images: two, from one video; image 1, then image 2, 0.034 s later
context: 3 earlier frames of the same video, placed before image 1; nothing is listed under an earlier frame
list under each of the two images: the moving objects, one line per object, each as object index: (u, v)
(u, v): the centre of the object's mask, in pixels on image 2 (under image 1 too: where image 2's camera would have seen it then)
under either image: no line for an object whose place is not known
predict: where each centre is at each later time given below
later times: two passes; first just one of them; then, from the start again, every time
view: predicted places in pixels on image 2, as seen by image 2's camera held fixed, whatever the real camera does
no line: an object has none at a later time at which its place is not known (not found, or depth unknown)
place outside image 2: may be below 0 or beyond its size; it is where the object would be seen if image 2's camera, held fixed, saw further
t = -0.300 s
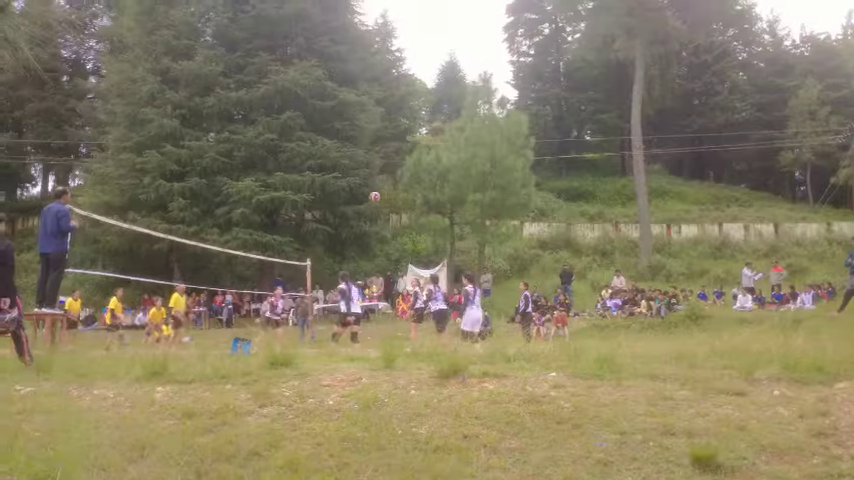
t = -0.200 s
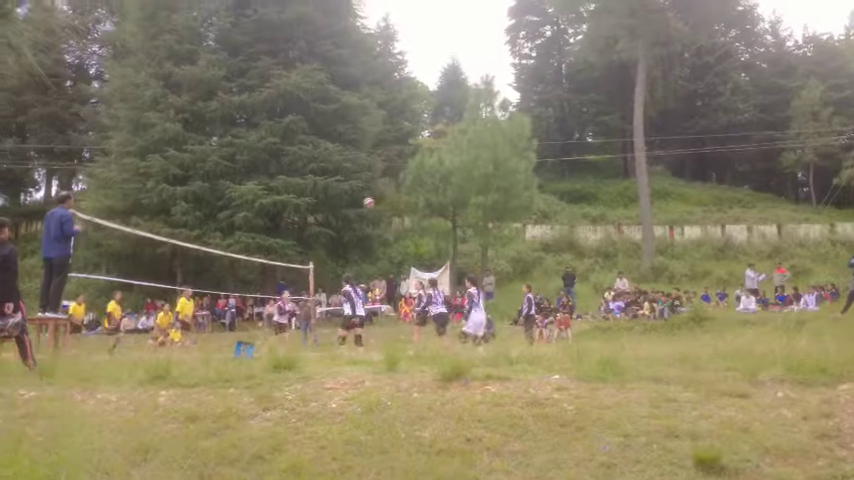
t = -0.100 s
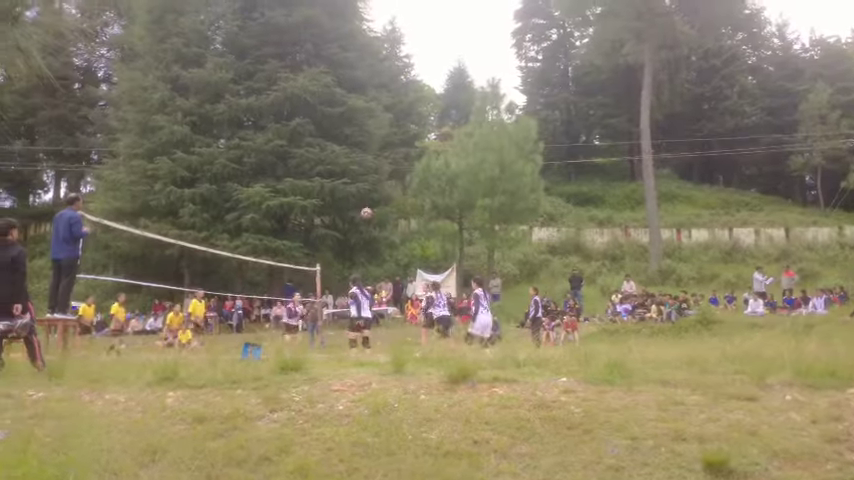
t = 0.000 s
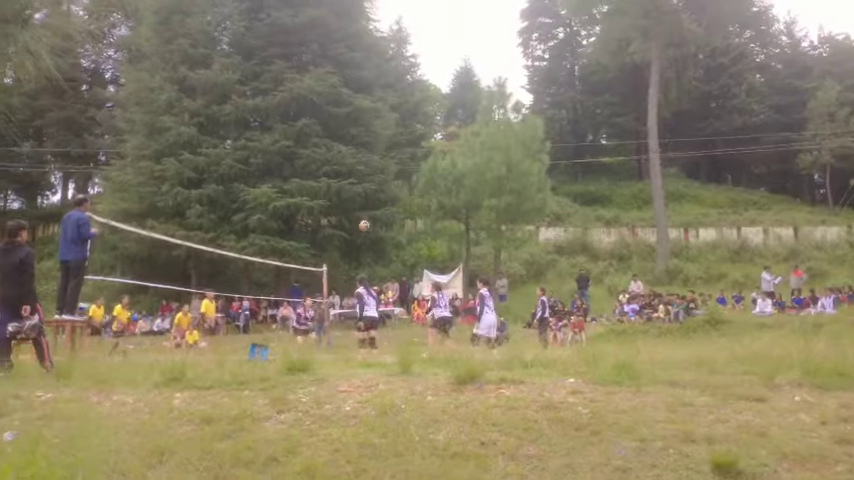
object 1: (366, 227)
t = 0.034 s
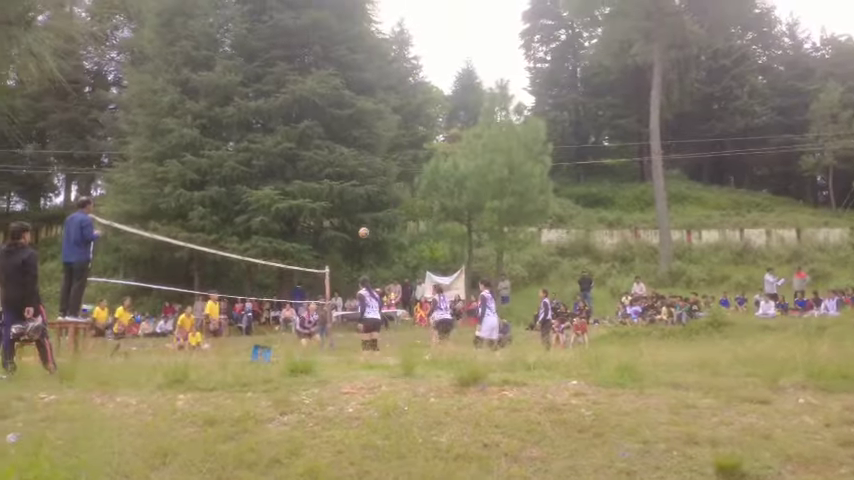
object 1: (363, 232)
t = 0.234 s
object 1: (346, 272)
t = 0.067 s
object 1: (360, 238)
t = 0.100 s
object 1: (358, 244)
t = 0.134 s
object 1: (355, 250)
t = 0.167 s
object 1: (352, 257)
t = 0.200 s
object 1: (349, 263)
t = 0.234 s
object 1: (346, 272)
